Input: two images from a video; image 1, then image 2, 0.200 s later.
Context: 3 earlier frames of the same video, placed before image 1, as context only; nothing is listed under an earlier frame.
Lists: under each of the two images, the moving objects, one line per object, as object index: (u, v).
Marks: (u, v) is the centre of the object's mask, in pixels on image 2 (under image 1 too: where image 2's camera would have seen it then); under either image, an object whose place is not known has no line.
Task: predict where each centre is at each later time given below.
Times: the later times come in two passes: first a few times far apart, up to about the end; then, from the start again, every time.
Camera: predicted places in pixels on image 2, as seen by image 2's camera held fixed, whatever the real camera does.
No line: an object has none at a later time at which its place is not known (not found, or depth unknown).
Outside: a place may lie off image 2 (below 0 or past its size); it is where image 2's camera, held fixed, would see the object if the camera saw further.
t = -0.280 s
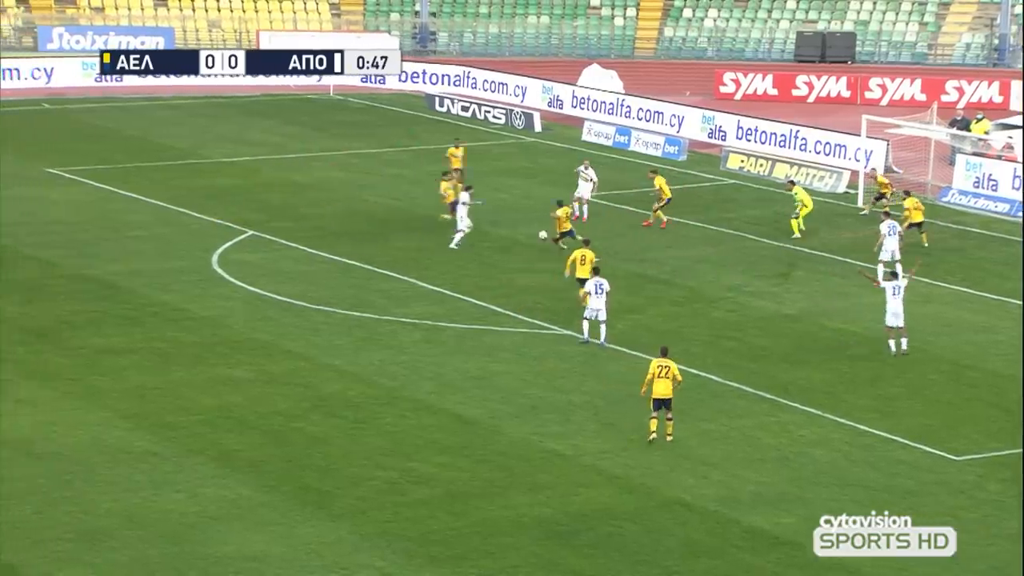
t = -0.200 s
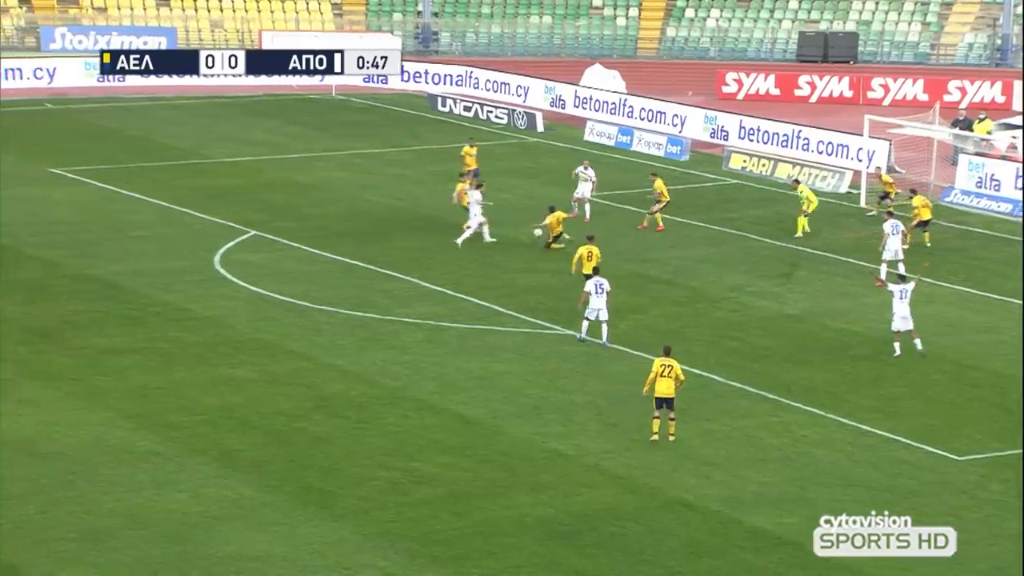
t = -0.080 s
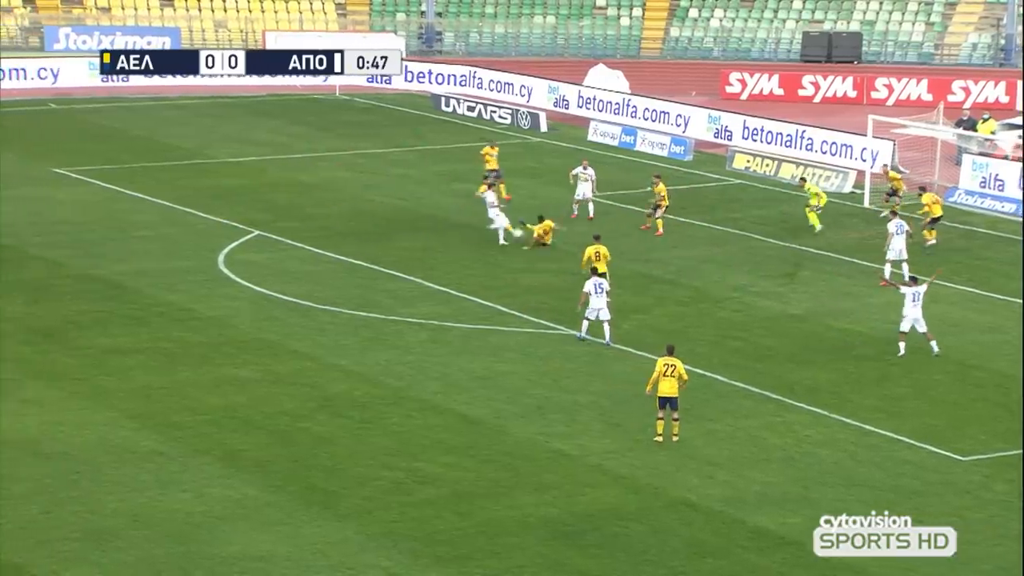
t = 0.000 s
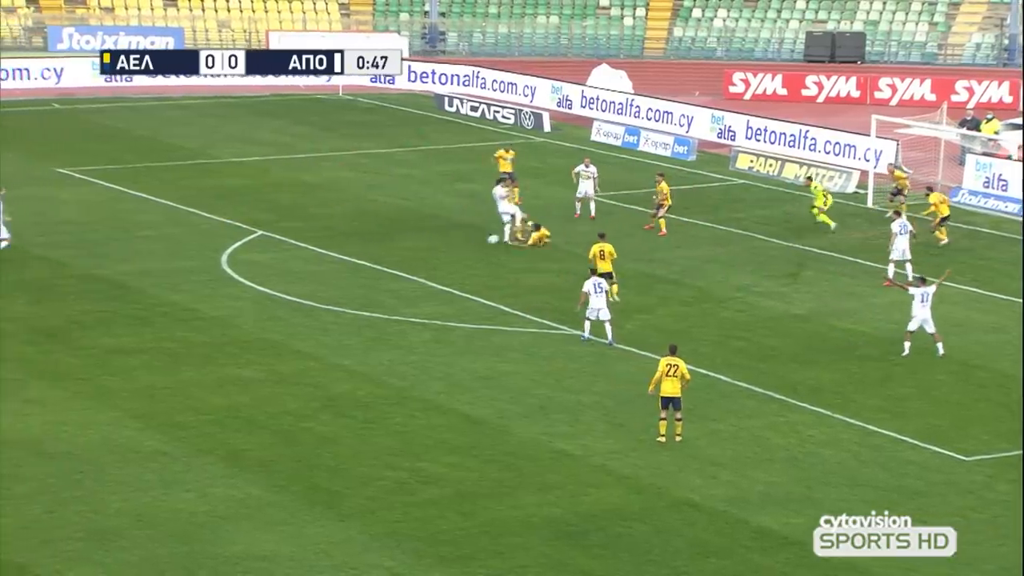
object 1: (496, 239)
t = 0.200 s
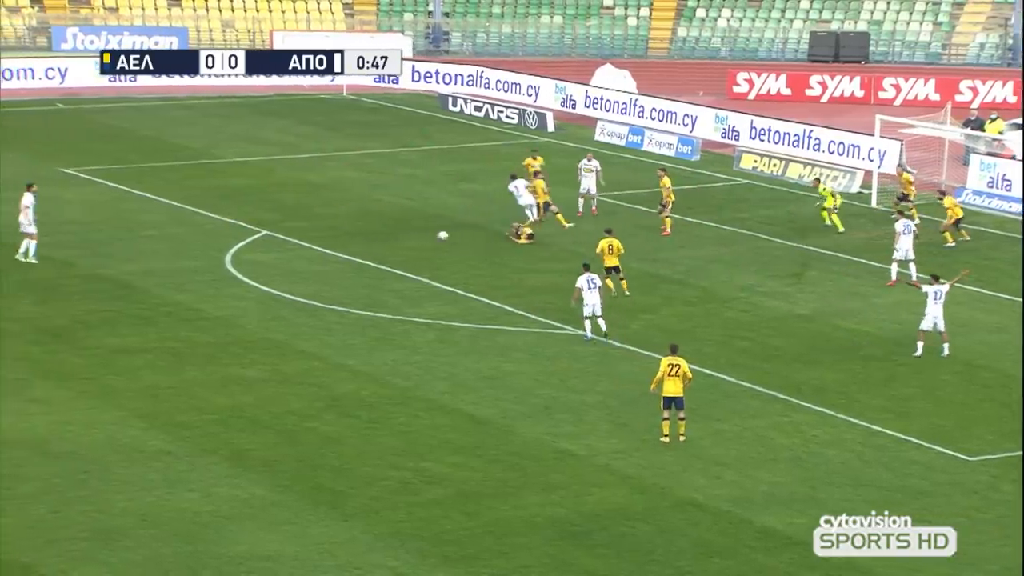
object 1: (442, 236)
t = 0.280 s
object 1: (422, 236)
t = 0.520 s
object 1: (364, 249)
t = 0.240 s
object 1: (432, 235)
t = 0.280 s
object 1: (422, 236)
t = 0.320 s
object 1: (413, 237)
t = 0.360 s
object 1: (403, 239)
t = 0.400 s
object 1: (392, 242)
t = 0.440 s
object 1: (383, 244)
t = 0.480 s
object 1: (373, 249)
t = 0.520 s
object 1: (364, 249)
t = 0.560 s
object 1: (355, 248)
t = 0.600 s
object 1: (347, 247)
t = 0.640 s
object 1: (339, 247)
